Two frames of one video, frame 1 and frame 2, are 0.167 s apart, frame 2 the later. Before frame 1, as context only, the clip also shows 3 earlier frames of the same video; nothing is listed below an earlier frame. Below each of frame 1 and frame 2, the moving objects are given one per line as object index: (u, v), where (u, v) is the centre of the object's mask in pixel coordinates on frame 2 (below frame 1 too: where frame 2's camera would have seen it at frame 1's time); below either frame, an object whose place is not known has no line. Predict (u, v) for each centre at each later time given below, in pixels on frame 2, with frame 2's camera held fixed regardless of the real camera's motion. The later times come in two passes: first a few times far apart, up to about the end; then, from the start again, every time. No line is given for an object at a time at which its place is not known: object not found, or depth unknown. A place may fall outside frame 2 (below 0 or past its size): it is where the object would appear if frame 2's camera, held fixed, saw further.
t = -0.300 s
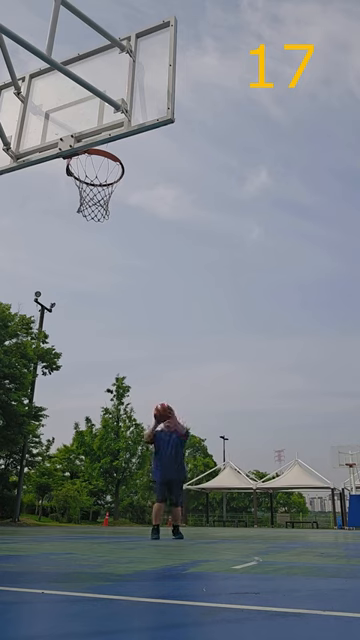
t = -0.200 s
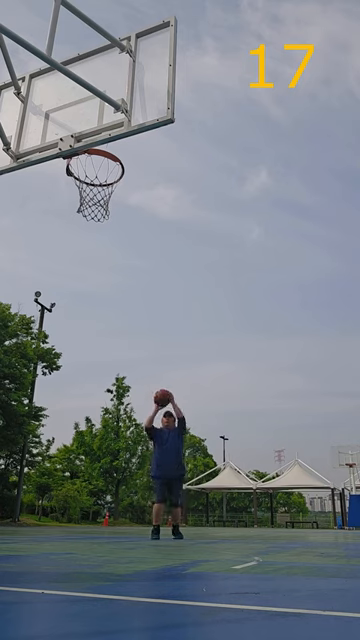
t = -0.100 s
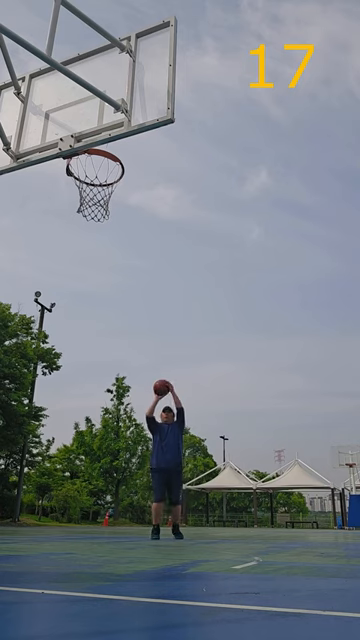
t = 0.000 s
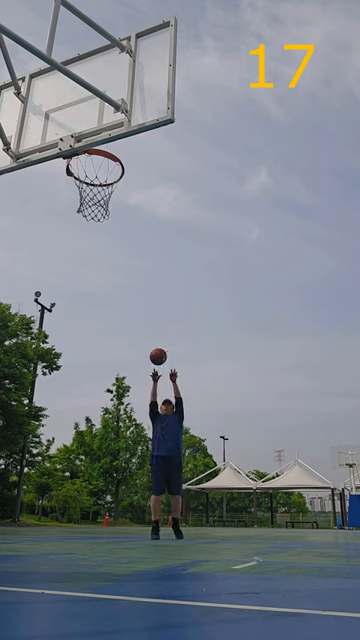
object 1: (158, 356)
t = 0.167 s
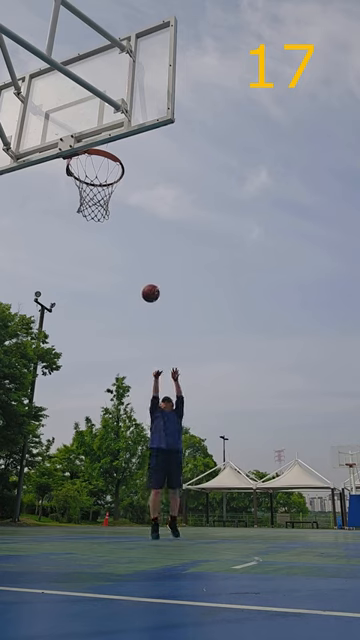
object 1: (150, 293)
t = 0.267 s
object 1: (145, 261)
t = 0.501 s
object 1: (130, 205)
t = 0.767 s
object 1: (103, 177)
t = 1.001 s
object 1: (99, 155)
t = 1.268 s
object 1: (91, 164)
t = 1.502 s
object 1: (97, 186)
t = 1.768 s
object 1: (96, 233)
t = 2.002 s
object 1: (89, 347)
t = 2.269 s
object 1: (82, 487)
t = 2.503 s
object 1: (94, 344)
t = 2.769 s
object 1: (101, 286)
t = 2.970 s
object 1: (102, 301)
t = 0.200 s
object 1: (149, 282)
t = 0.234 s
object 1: (147, 272)
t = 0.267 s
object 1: (145, 261)
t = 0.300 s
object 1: (143, 252)
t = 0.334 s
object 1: (141, 243)
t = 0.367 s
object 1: (139, 234)
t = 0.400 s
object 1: (137, 226)
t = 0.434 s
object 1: (135, 219)
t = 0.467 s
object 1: (132, 212)
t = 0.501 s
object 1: (130, 205)
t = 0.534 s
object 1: (127, 200)
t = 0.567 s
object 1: (124, 194)
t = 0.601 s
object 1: (122, 190)
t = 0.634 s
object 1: (118, 186)
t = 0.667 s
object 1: (115, 182)
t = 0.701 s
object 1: (111, 180)
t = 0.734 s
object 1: (108, 178)
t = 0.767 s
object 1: (103, 177)
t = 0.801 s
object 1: (100, 176)
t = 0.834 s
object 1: (99, 169)
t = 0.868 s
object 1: (99, 166)
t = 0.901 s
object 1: (98, 162)
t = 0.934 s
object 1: (97, 159)
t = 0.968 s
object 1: (100, 154)
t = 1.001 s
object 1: (99, 155)
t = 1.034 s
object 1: (101, 150)
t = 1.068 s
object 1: (100, 150)
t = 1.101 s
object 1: (98, 152)
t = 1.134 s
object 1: (97, 155)
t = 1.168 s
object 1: (95, 155)
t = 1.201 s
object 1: (93, 157)
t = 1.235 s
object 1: (91, 161)
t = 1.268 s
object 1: (91, 164)
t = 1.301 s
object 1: (89, 168)
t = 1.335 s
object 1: (90, 171)
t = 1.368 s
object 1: (92, 172)
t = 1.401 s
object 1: (93, 174)
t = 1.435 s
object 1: (95, 178)
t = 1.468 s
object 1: (96, 182)
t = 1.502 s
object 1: (97, 186)
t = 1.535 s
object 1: (97, 187)
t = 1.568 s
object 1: (97, 191)
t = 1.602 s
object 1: (98, 195)
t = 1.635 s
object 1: (97, 199)
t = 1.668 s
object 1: (97, 206)
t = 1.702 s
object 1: (97, 214)
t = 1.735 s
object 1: (97, 223)
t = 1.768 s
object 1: (96, 233)
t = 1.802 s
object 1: (96, 244)
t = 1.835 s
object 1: (95, 257)
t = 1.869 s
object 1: (94, 272)
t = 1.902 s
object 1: (93, 288)
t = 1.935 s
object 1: (92, 306)
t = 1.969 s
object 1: (91, 325)
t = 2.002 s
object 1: (89, 347)
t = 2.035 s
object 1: (88, 370)
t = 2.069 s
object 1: (86, 396)
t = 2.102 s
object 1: (84, 424)
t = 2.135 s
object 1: (83, 456)
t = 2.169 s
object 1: (80, 490)
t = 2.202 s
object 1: (78, 528)
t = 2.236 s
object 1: (78, 518)
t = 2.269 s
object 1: (82, 487)
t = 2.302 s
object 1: (83, 460)
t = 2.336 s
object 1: (86, 435)
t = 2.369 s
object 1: (87, 413)
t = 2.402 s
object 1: (89, 393)
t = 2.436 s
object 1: (91, 374)
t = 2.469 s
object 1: (93, 358)
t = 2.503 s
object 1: (94, 344)
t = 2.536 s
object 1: (96, 332)
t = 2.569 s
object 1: (97, 321)
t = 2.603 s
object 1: (98, 311)
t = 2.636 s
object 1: (99, 304)
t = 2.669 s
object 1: (100, 297)
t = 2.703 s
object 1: (100, 292)
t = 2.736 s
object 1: (101, 289)
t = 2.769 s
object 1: (101, 286)
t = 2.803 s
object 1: (102, 285)
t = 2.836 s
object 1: (102, 286)
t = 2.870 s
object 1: (103, 287)
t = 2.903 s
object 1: (103, 291)
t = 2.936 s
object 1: (103, 295)
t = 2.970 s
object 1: (102, 301)
